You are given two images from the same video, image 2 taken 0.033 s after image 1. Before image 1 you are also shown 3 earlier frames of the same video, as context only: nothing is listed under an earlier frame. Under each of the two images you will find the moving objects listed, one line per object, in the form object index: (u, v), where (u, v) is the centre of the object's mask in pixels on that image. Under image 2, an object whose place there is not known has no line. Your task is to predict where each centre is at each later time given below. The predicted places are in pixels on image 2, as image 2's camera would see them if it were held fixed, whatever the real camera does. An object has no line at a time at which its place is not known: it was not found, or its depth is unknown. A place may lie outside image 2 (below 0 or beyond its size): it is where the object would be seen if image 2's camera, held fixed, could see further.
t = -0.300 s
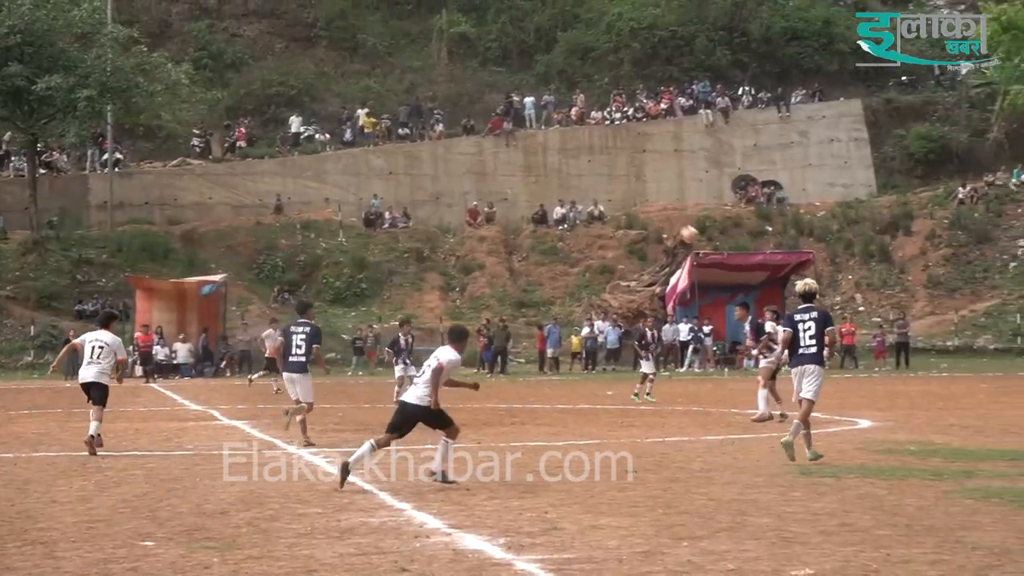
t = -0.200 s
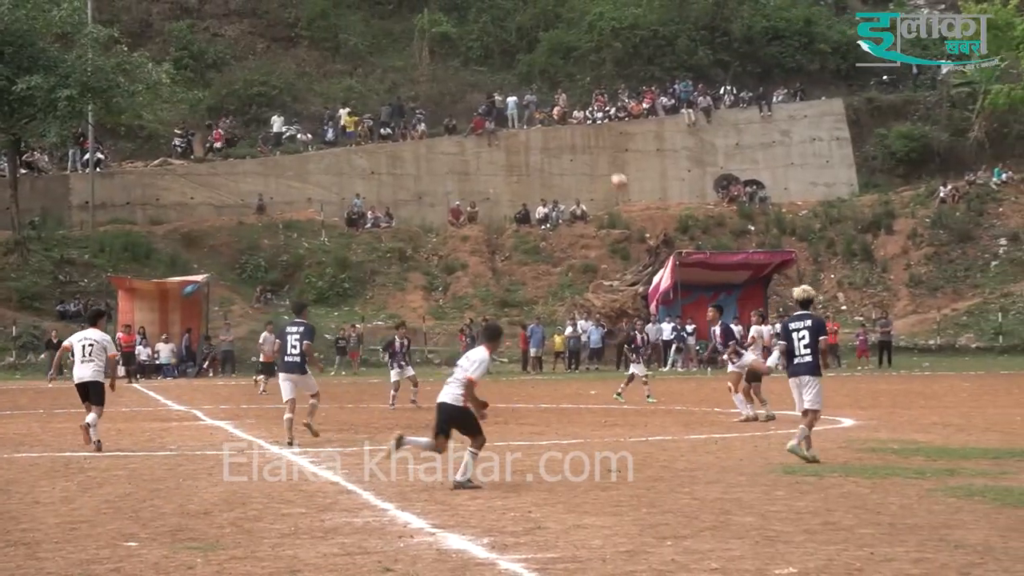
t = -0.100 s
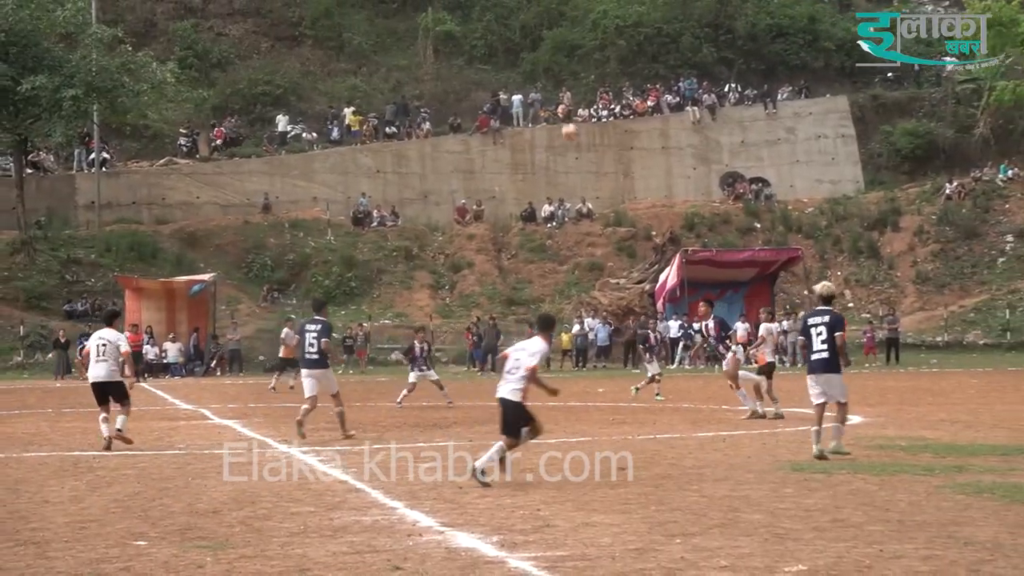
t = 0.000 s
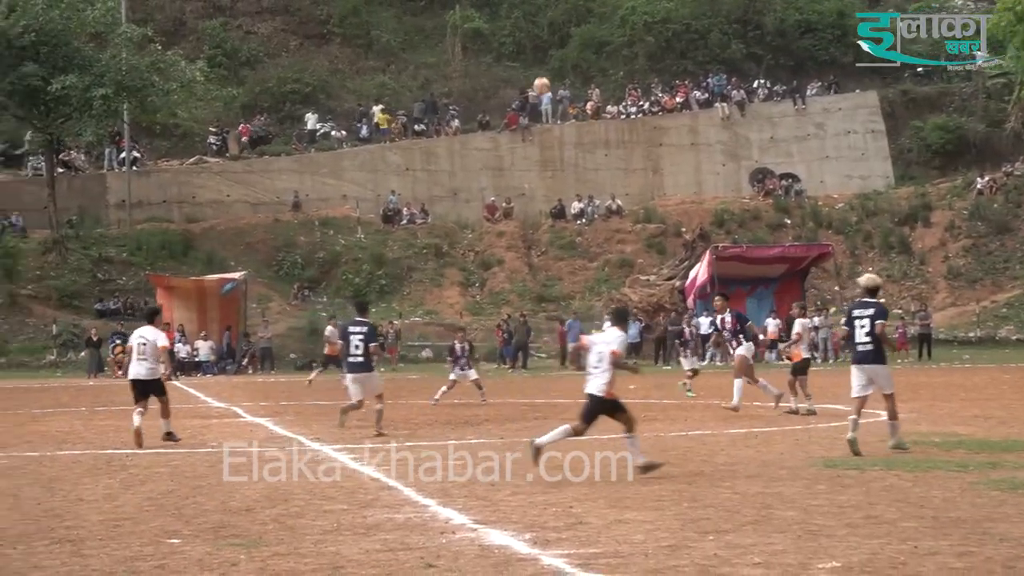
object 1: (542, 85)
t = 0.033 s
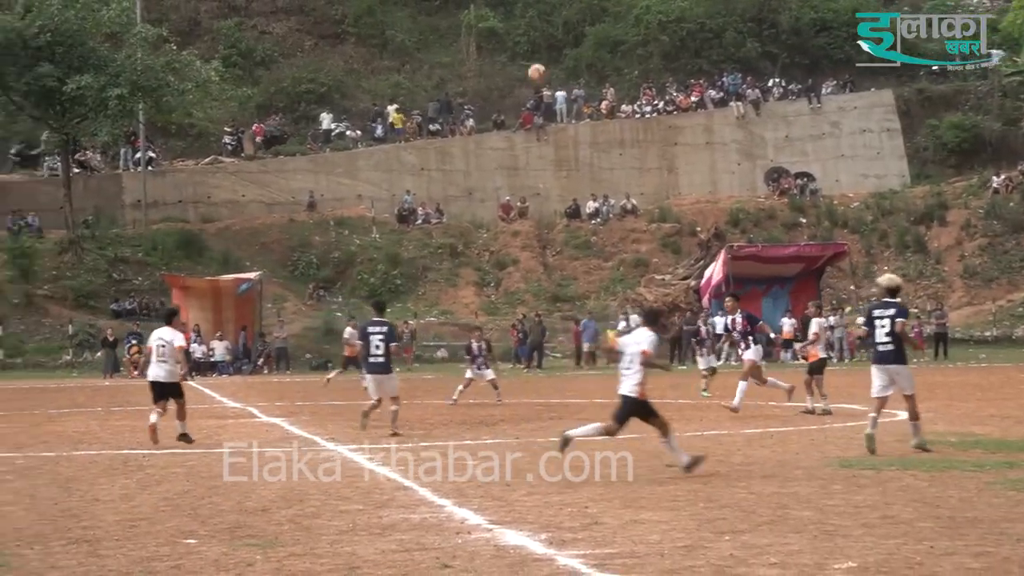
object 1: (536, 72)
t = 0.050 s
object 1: (528, 66)
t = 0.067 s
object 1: (520, 60)
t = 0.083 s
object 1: (511, 54)
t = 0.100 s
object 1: (500, 48)
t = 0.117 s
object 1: (491, 43)
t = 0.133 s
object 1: (482, 37)
